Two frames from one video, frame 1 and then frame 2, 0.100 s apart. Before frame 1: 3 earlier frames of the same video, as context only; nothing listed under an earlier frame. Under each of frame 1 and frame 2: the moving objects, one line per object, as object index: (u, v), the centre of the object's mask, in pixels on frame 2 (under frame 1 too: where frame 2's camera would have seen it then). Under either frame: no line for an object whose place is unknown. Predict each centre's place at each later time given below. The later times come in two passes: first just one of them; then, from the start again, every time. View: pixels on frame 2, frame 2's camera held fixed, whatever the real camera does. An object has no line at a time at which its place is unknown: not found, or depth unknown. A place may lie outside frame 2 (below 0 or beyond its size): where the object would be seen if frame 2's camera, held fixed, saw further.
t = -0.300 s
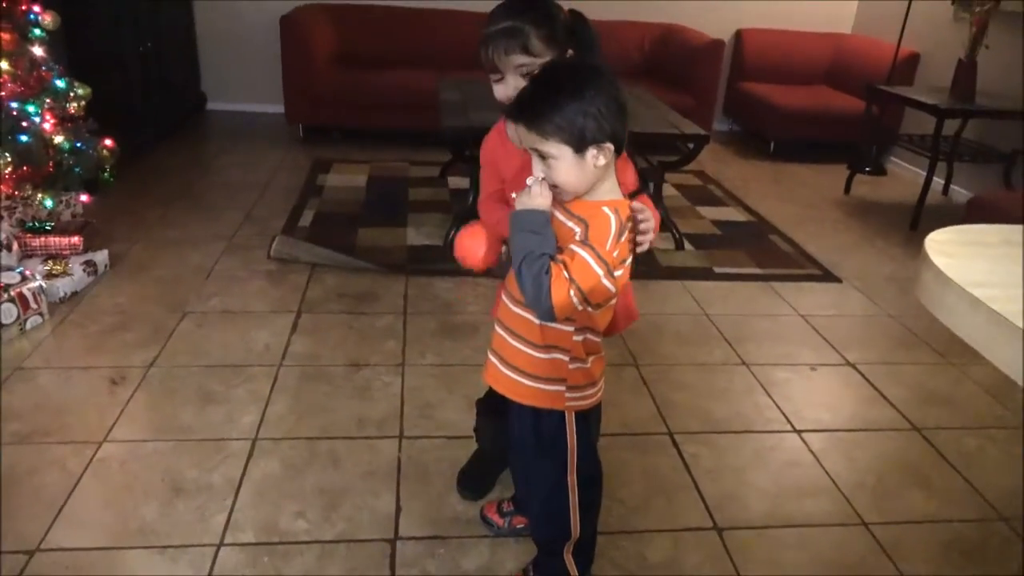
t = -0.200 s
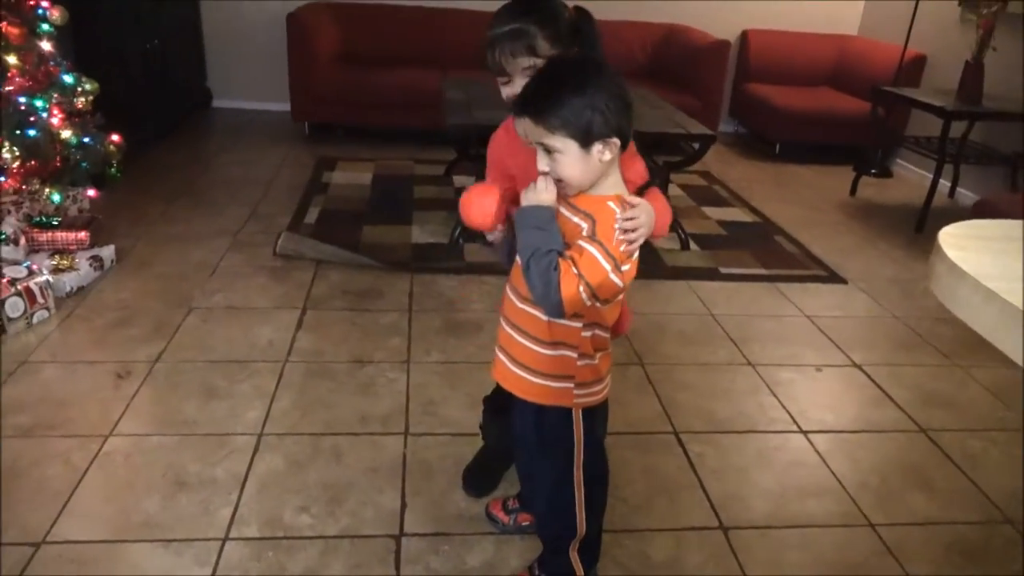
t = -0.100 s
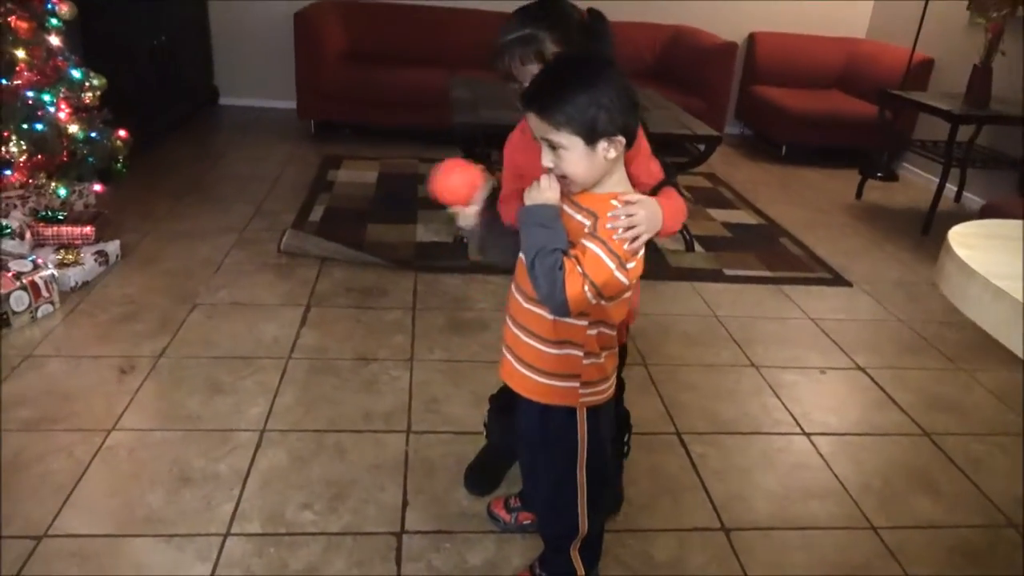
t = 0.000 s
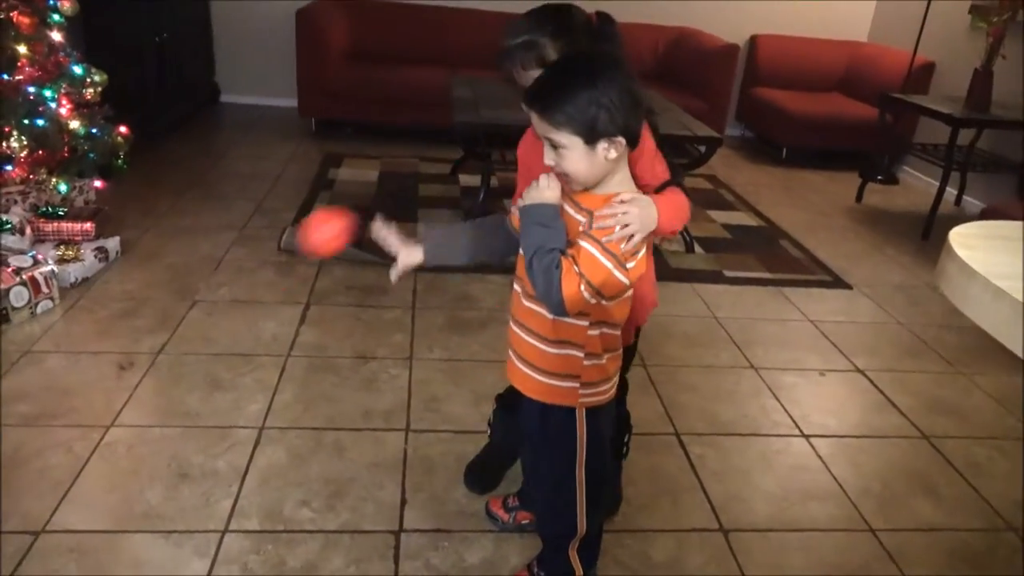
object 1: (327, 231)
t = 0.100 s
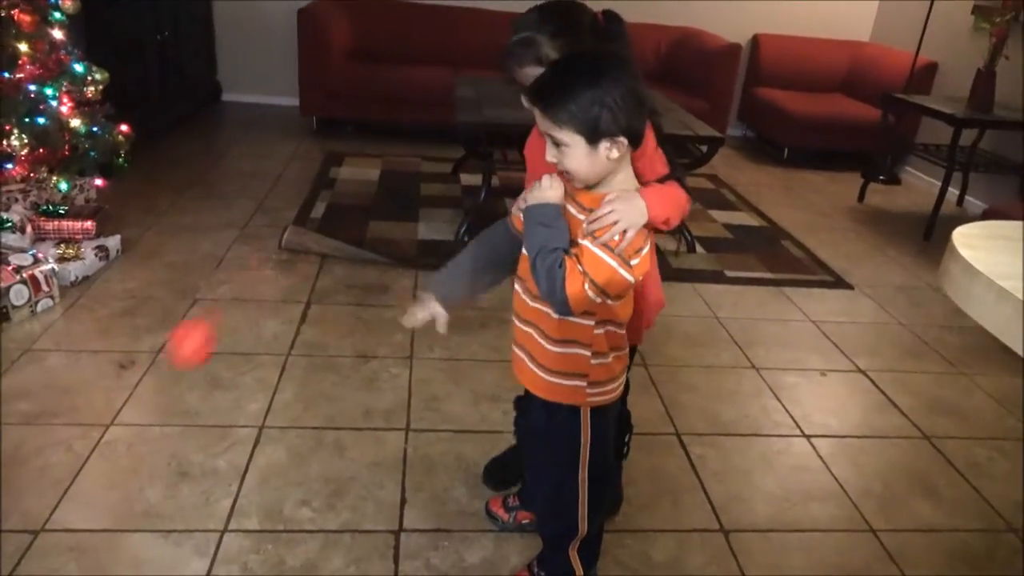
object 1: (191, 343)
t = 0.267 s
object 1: (25, 479)
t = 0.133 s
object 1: (152, 389)
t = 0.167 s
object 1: (114, 441)
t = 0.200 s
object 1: (79, 493)
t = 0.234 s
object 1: (49, 518)
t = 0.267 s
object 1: (25, 479)
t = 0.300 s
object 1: (13, 445)
